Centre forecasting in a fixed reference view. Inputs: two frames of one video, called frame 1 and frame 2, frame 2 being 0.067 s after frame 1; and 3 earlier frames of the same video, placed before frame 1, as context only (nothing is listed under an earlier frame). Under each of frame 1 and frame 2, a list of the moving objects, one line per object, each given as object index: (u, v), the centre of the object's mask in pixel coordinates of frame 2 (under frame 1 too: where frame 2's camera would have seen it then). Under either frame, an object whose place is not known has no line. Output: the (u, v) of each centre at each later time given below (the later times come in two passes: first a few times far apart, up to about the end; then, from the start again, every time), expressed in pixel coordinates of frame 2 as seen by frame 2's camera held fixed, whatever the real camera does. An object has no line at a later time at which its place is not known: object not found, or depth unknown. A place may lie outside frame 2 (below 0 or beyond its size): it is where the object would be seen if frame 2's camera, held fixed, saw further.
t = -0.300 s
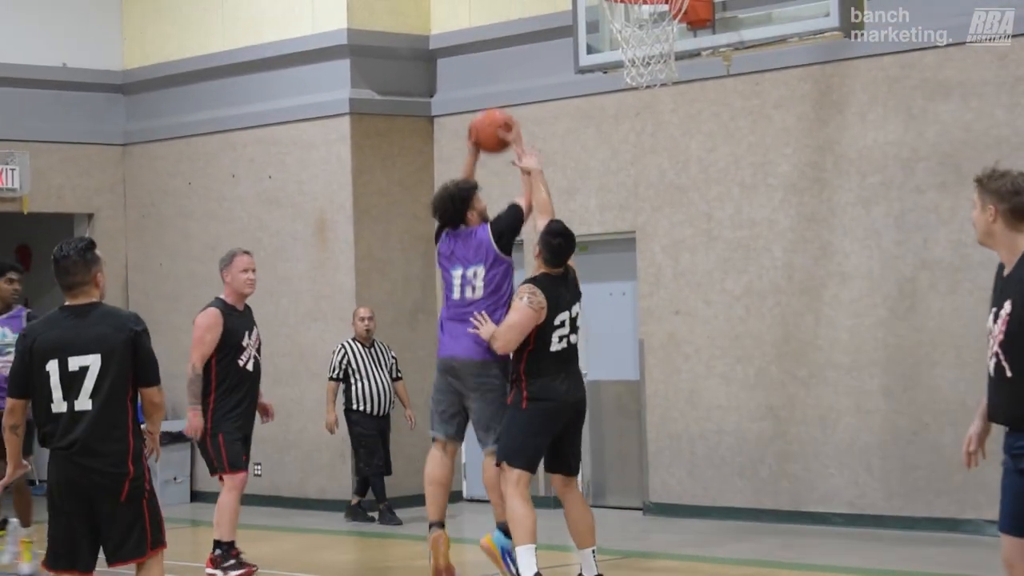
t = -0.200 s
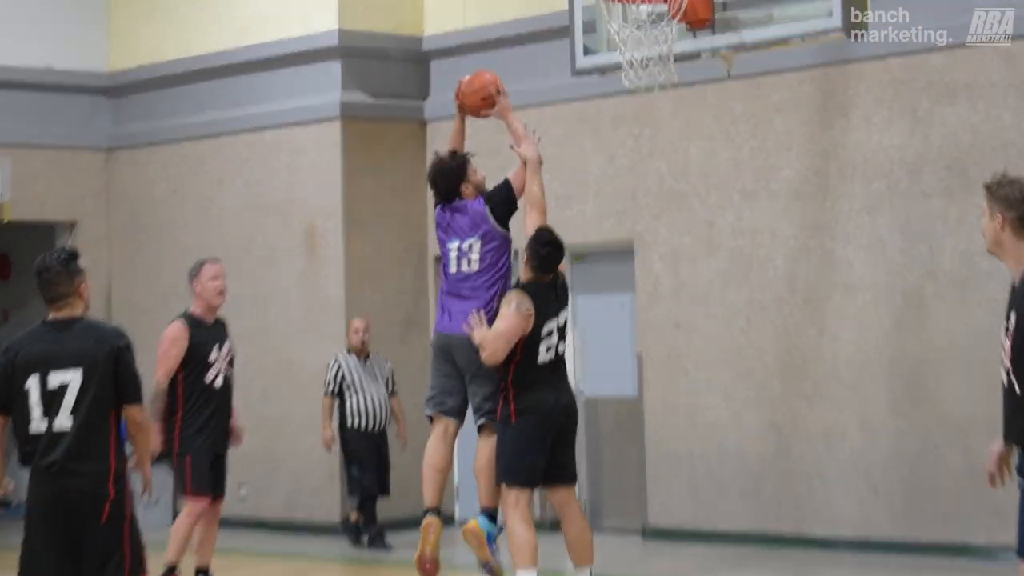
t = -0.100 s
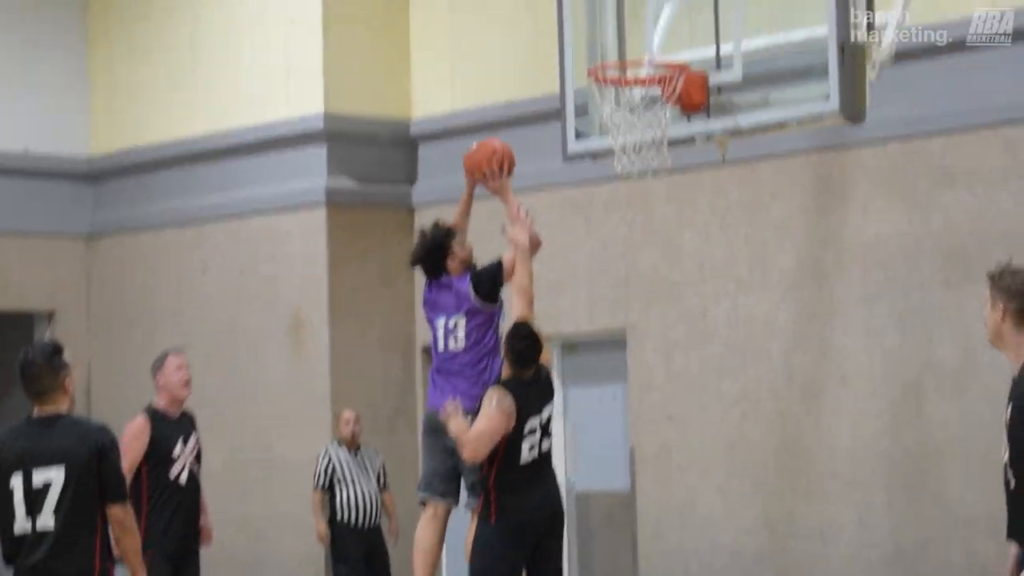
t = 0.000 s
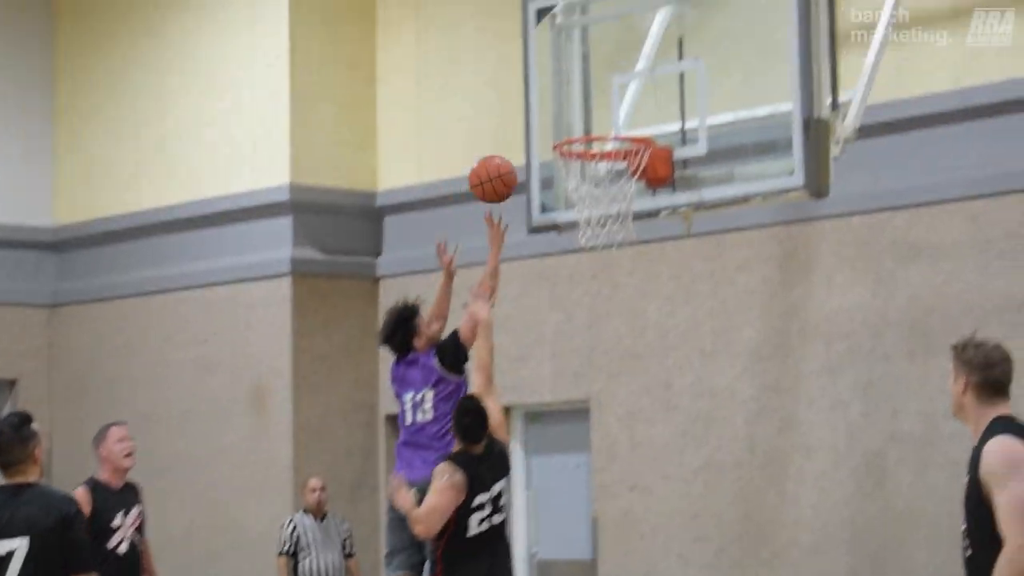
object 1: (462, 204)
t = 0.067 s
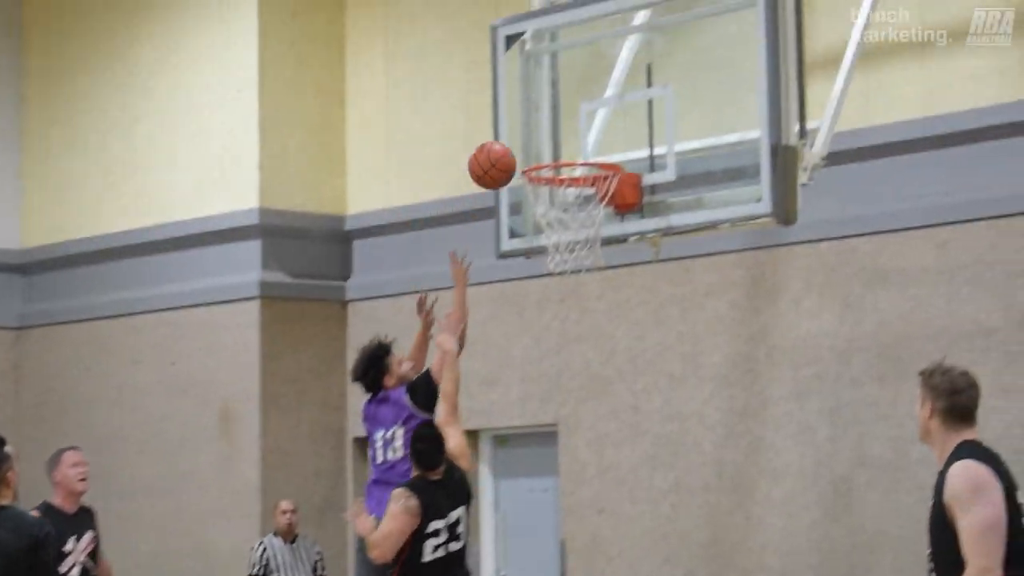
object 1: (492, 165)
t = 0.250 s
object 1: (545, 112)
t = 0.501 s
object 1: (539, 144)
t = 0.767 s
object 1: (575, 144)
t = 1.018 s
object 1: (582, 180)
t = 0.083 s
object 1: (499, 157)
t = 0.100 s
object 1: (507, 149)
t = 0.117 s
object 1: (515, 142)
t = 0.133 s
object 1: (522, 136)
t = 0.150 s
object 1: (530, 129)
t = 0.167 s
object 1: (538, 124)
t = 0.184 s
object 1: (546, 119)
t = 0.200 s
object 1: (548, 116)
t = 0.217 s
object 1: (547, 114)
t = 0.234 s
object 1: (546, 113)
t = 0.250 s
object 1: (545, 112)
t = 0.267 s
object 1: (545, 112)
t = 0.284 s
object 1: (544, 112)
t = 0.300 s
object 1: (543, 114)
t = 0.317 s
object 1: (542, 115)
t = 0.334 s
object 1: (541, 117)
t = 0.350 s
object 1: (540, 120)
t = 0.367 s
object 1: (540, 122)
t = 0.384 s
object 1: (539, 126)
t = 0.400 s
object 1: (538, 131)
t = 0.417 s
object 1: (537, 136)
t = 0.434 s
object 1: (536, 141)
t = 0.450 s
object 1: (535, 146)
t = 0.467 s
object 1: (535, 148)
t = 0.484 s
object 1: (537, 146)
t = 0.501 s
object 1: (539, 144)
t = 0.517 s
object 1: (541, 142)
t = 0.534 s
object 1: (544, 140)
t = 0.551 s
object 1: (546, 138)
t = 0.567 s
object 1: (549, 136)
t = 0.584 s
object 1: (551, 136)
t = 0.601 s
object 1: (553, 135)
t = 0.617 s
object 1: (555, 136)
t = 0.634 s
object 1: (557, 137)
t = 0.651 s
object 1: (560, 138)
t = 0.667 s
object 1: (562, 140)
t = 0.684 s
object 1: (564, 141)
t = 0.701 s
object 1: (566, 143)
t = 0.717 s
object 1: (569, 145)
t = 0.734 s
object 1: (571, 145)
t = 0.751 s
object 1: (573, 144)
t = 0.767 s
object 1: (575, 144)
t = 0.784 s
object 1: (577, 143)
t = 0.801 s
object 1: (579, 143)
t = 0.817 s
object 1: (581, 143)
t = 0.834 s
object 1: (583, 143)
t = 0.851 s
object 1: (585, 144)
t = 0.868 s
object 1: (587, 145)
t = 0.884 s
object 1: (589, 147)
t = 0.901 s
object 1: (591, 148)
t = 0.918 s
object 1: (593, 150)
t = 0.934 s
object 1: (596, 152)
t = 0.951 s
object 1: (596, 154)
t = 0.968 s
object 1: (594, 154)
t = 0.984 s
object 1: (588, 174)
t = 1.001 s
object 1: (584, 177)
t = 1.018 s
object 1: (582, 180)
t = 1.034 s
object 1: (581, 186)
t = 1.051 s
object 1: (579, 189)
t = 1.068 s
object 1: (578, 193)
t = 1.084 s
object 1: (573, 200)
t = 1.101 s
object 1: (570, 210)
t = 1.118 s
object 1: (568, 216)
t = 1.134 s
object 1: (565, 221)
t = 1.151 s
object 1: (561, 224)
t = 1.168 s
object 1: (560, 227)
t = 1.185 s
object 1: (561, 232)
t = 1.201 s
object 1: (563, 240)
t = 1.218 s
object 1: (561, 249)
